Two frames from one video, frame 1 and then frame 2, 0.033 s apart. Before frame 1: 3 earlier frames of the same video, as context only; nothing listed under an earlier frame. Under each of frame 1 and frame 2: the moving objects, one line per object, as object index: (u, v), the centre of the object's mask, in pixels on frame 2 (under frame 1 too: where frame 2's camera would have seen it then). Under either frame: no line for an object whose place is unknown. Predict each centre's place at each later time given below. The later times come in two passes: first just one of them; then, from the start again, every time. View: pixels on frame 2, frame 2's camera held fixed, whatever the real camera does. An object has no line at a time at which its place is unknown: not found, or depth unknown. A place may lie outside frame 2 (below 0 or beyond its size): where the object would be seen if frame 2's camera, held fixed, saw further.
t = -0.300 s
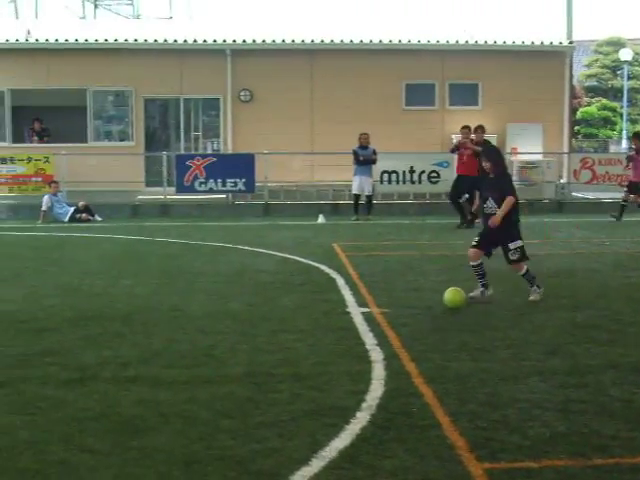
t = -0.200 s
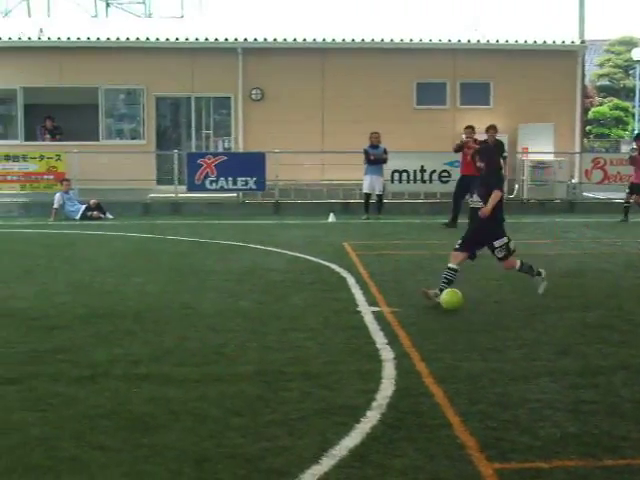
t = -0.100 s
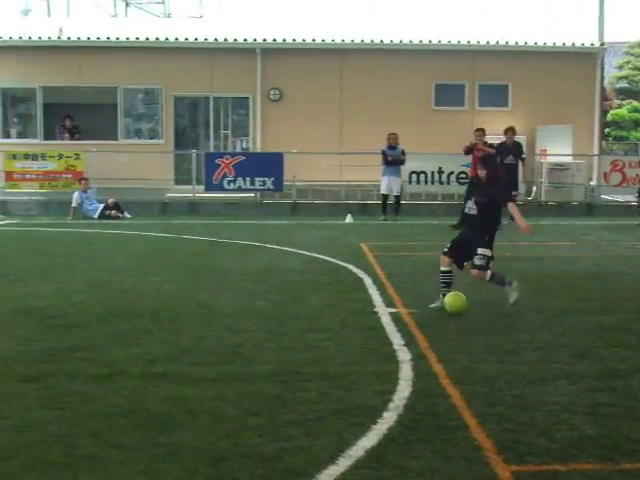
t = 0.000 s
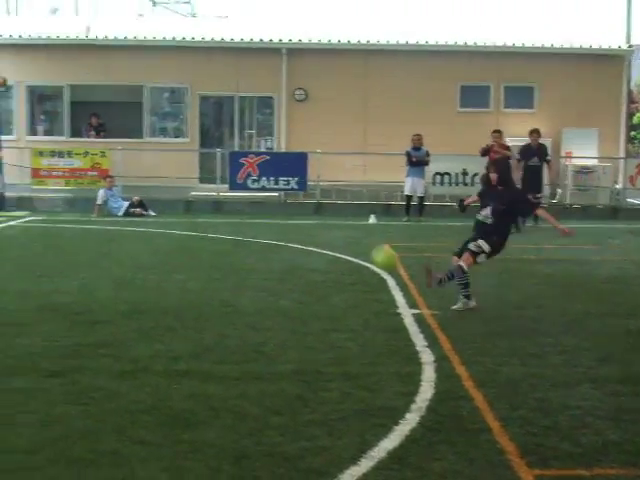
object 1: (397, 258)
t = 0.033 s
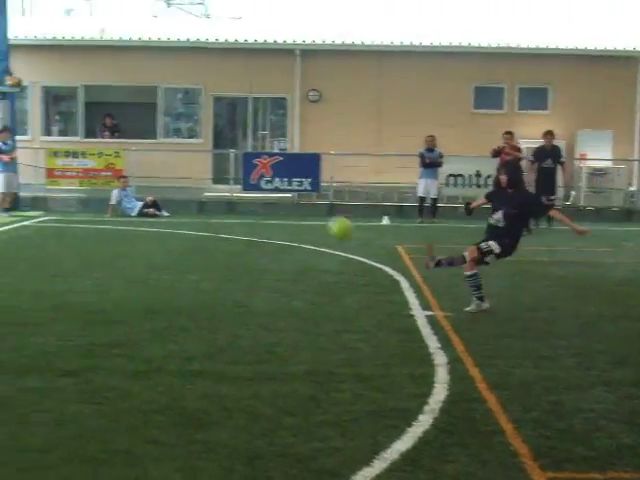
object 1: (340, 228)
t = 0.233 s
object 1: (17, 88)
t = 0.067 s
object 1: (285, 198)
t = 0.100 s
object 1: (230, 173)
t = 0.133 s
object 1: (177, 150)
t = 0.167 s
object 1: (124, 128)
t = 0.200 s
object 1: (70, 108)
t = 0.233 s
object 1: (17, 88)
